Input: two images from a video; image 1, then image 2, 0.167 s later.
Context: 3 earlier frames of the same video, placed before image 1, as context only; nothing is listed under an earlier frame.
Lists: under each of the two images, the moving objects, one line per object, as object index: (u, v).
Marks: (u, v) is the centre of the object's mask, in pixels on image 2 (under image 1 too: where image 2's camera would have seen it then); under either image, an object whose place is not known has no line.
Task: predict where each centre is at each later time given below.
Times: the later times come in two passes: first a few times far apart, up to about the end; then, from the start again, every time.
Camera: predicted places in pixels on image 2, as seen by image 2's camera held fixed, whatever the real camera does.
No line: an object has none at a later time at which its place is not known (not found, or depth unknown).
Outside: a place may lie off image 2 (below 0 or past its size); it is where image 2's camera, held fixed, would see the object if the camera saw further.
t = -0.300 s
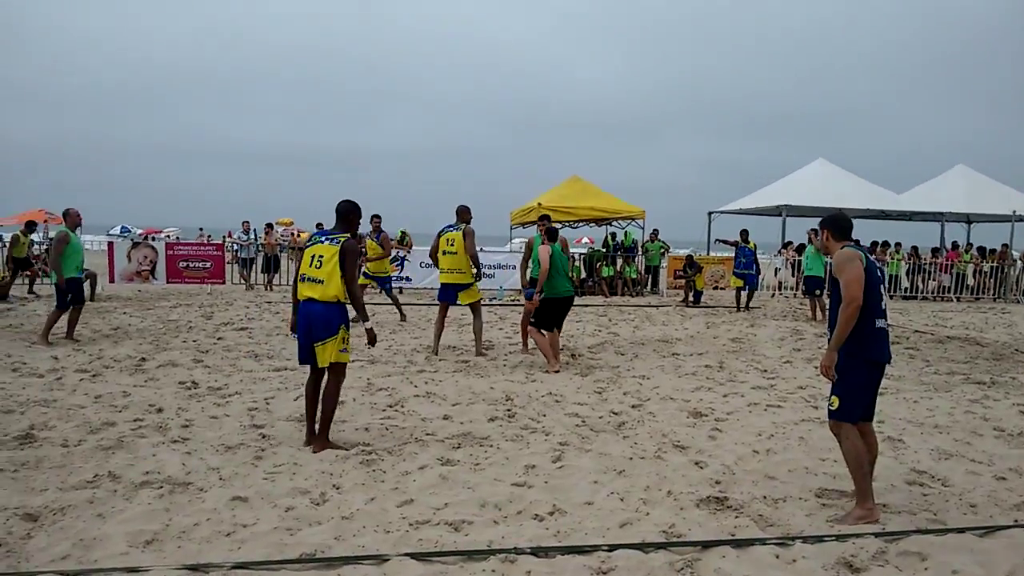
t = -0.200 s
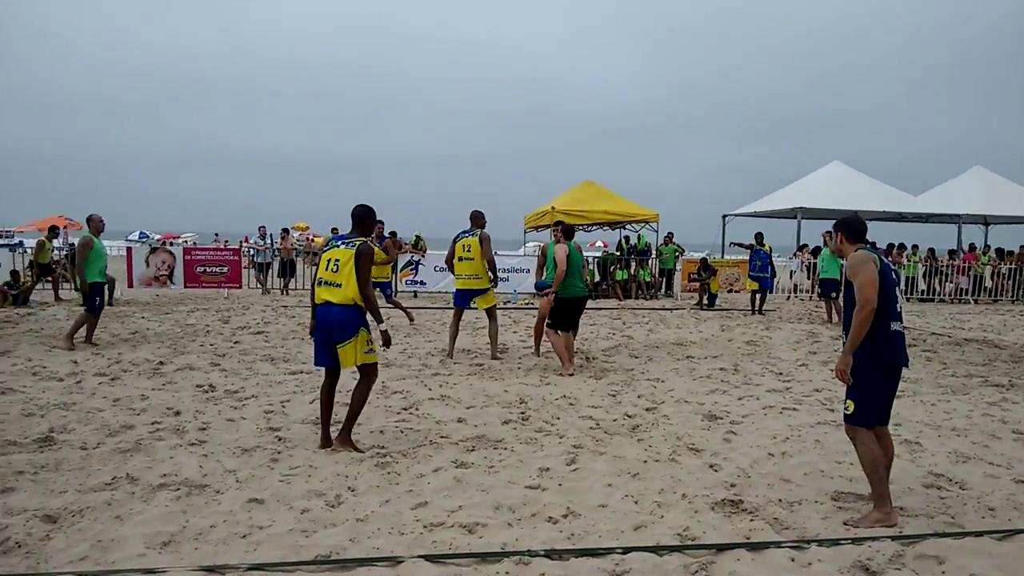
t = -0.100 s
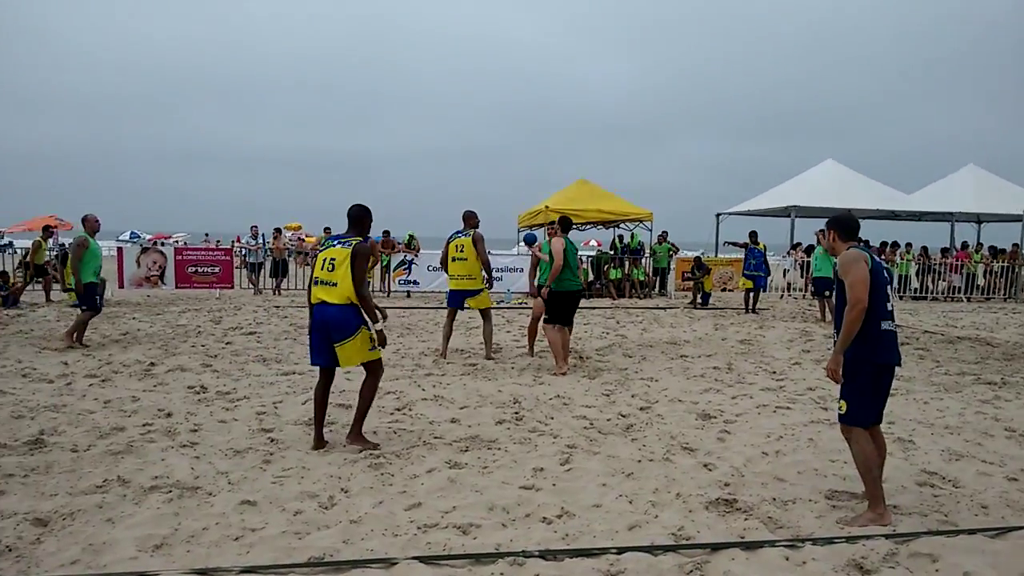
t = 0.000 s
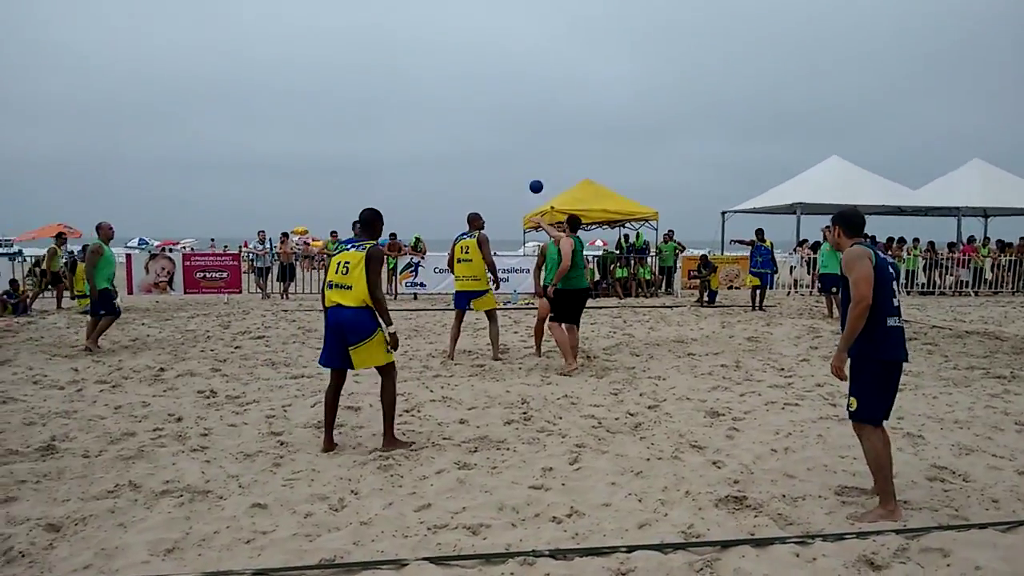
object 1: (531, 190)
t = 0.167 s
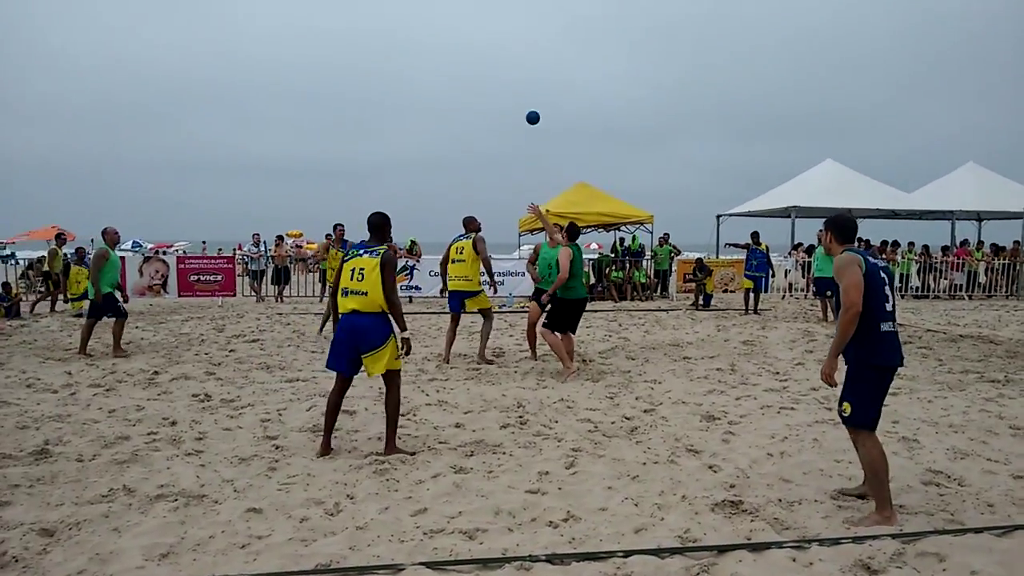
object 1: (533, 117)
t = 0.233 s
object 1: (530, 95)
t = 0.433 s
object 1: (533, 46)
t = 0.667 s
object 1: (530, 35)
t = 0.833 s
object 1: (528, 52)
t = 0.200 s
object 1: (531, 105)
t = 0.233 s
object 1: (530, 95)
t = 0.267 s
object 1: (535, 86)
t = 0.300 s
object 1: (532, 74)
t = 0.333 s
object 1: (533, 66)
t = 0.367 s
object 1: (533, 60)
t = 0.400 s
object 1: (534, 54)
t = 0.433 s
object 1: (533, 46)
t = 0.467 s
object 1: (533, 43)
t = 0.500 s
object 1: (532, 39)
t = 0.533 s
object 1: (532, 37)
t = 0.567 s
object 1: (532, 35)
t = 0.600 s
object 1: (532, 35)
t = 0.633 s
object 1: (531, 34)
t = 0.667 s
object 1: (530, 35)
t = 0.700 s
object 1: (530, 36)
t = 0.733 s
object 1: (531, 39)
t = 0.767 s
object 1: (530, 43)
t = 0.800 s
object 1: (528, 47)
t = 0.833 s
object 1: (528, 52)
